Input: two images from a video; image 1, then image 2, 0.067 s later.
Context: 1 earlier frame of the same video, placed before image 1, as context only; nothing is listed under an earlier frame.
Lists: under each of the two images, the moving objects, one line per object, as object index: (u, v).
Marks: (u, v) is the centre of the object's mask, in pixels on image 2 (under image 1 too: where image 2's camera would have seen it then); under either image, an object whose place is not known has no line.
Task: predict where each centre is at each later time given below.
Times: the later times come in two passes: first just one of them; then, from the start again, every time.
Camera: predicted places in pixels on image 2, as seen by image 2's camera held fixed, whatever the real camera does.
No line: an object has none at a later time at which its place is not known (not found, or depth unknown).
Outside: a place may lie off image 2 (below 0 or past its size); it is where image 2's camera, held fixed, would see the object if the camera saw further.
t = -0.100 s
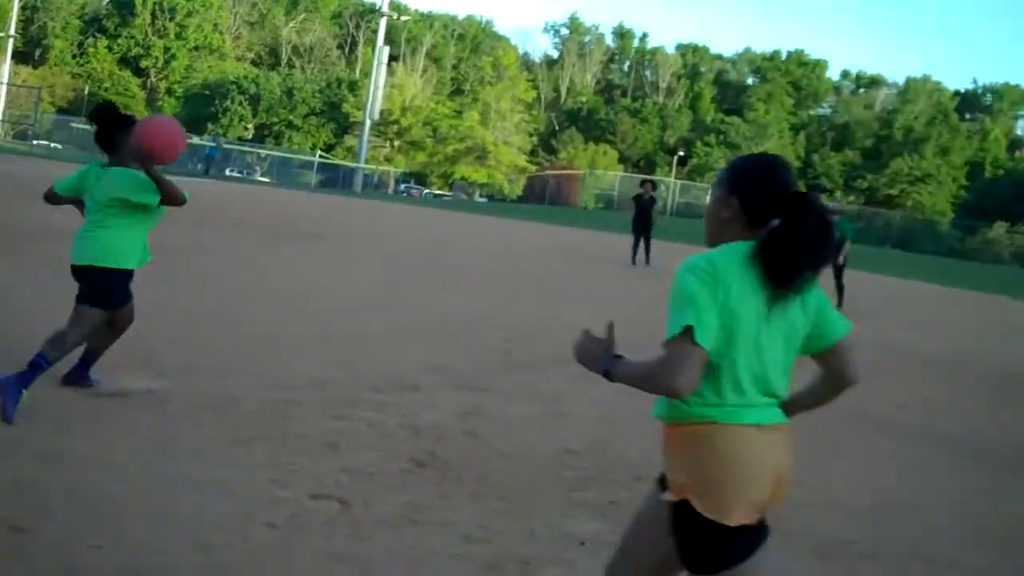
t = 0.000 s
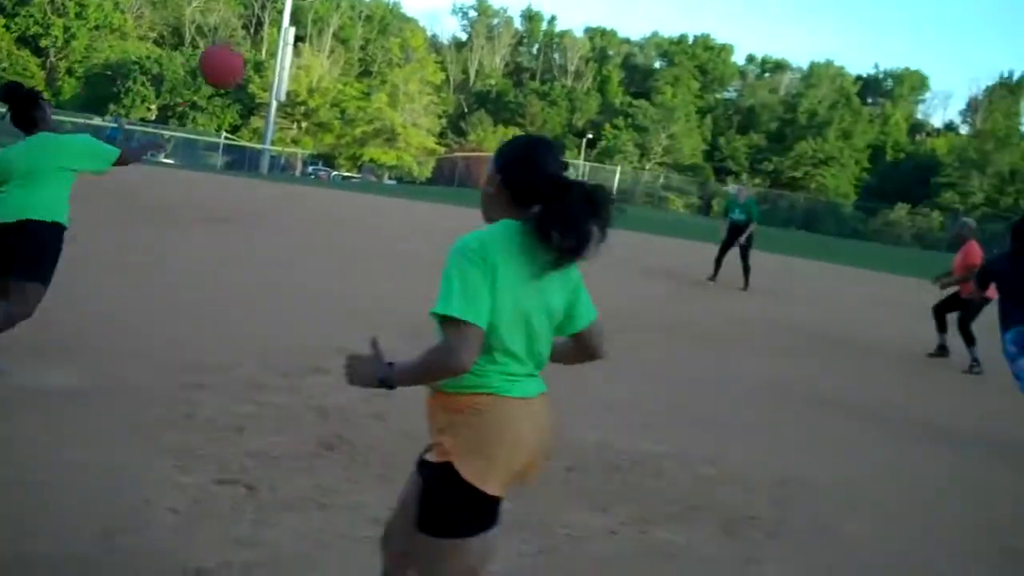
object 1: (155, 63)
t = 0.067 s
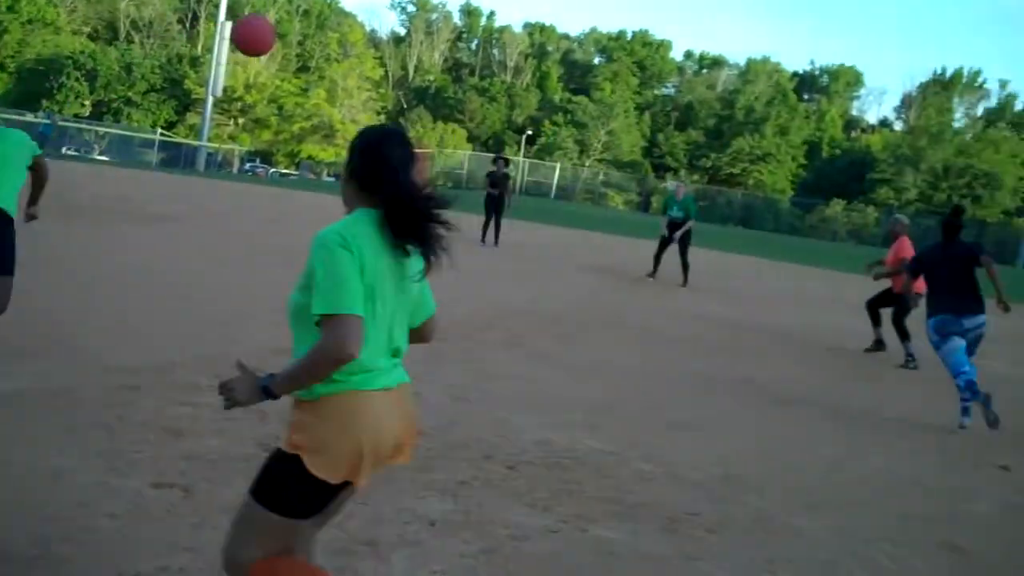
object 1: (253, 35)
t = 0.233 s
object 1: (422, 17)
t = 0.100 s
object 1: (293, 27)
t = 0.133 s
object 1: (329, 20)
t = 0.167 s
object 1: (363, 17)
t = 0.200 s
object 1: (394, 16)
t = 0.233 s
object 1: (422, 17)
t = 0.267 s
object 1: (448, 17)
